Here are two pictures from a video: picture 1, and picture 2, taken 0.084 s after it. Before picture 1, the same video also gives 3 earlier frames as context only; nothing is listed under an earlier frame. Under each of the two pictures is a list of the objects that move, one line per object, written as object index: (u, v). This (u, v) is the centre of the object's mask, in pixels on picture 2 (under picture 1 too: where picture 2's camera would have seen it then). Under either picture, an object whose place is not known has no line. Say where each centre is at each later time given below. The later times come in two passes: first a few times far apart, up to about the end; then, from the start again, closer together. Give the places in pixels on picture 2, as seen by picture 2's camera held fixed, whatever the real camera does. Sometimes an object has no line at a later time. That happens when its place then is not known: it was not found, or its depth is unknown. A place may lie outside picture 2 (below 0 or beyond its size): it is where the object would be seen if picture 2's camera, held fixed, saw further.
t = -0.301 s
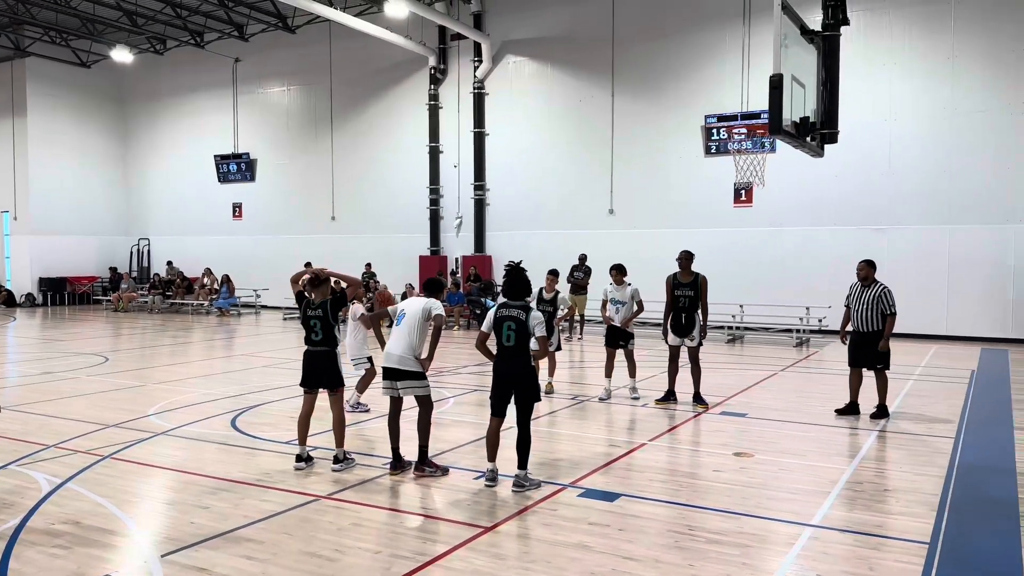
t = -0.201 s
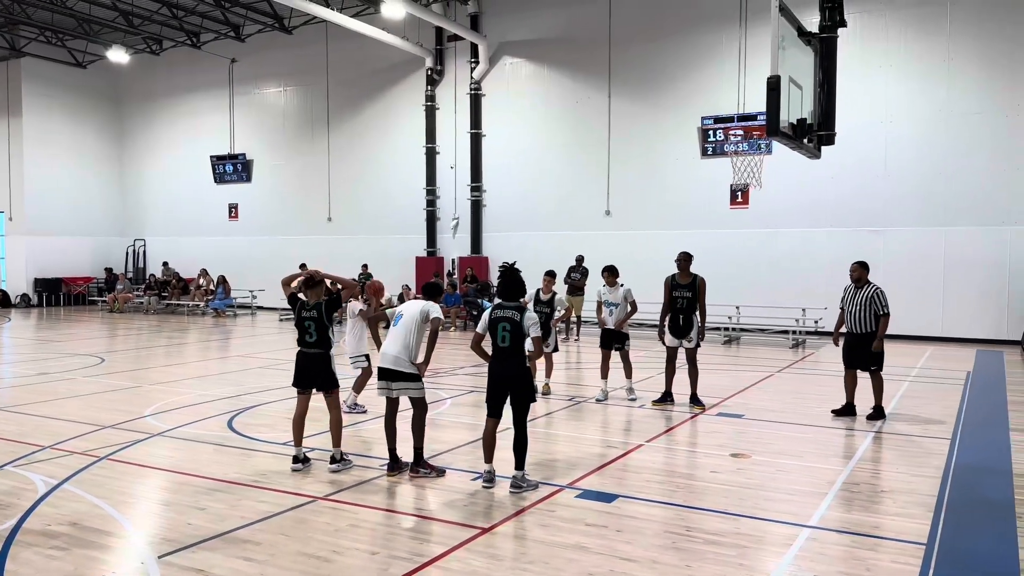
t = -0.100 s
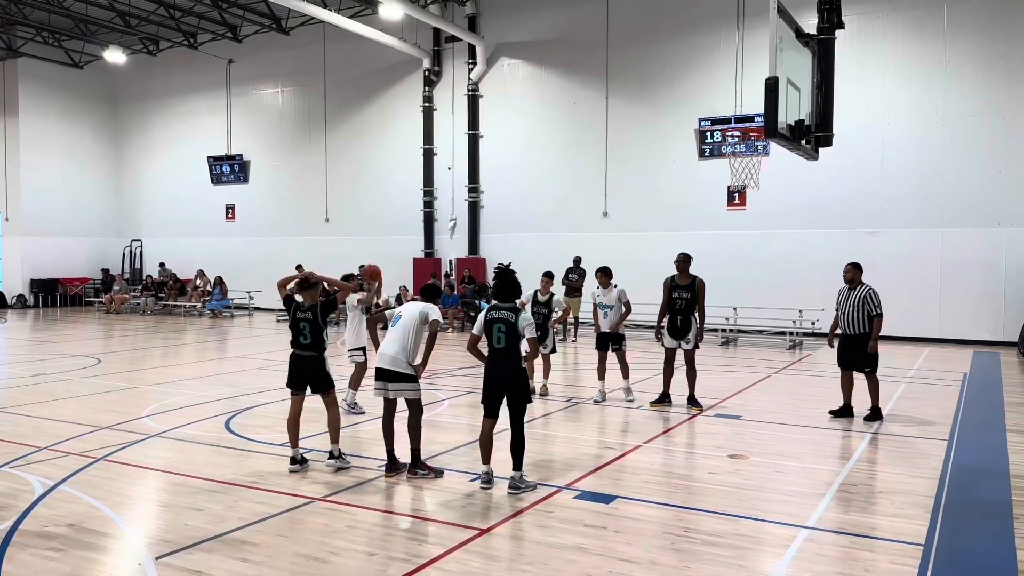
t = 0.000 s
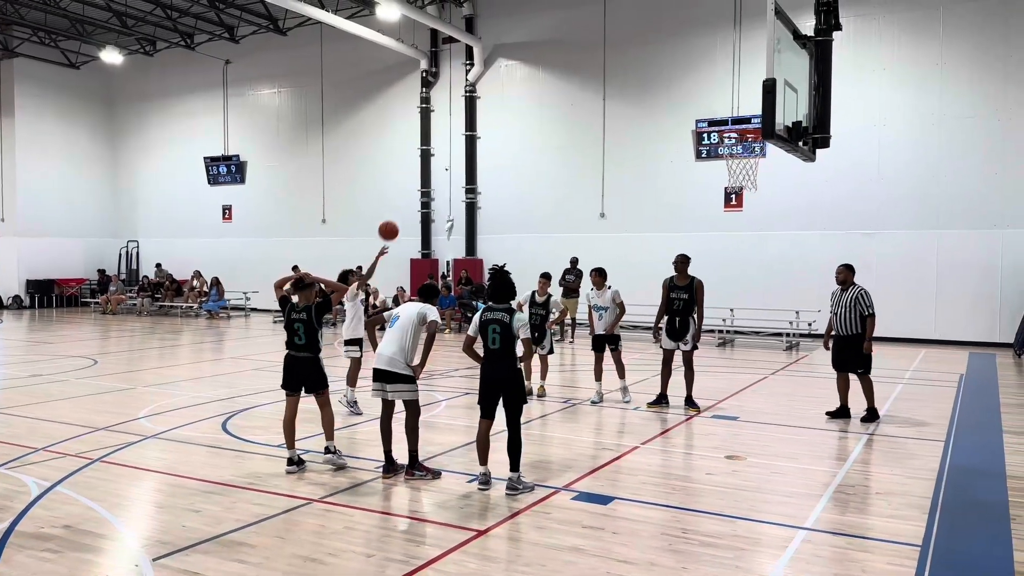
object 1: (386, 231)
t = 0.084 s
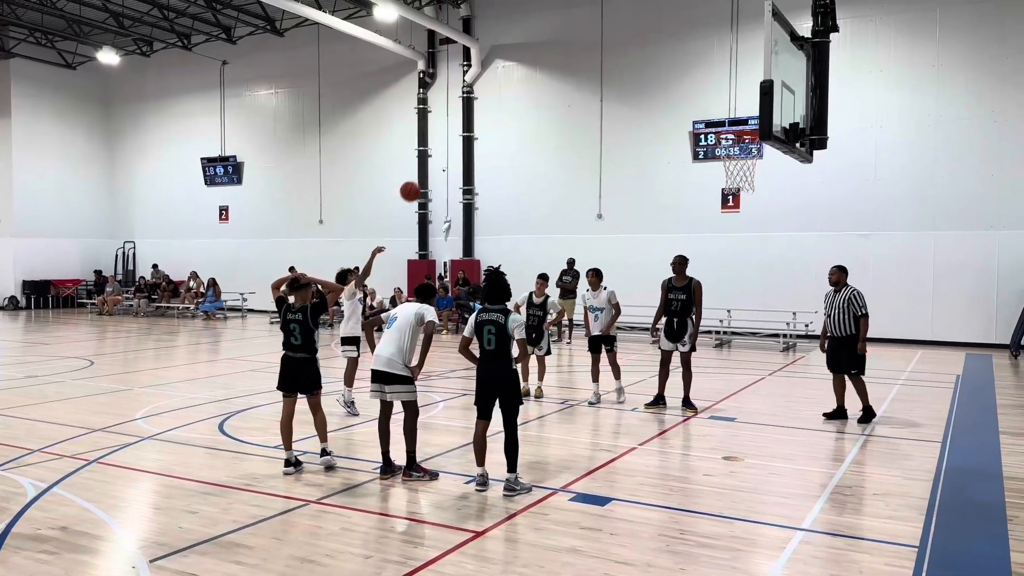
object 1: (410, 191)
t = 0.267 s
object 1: (467, 119)
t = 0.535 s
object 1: (557, 60)
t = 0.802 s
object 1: (657, 63)
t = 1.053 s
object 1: (749, 132)
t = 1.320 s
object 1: (769, 165)
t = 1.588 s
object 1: (786, 211)
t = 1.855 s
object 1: (808, 332)
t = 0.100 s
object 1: (415, 184)
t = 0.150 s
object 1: (430, 162)
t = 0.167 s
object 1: (436, 155)
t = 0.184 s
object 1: (440, 149)
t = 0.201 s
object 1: (446, 142)
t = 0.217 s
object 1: (451, 136)
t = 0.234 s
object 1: (456, 130)
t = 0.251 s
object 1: (461, 124)
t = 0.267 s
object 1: (467, 119)
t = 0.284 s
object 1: (472, 114)
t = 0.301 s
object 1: (477, 109)
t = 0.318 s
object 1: (483, 103)
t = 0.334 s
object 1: (489, 99)
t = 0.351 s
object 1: (494, 94)
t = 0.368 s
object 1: (499, 90)
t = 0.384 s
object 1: (505, 86)
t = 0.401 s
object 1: (511, 82)
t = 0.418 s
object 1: (516, 78)
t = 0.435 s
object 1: (522, 75)
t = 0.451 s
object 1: (528, 72)
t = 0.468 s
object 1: (534, 69)
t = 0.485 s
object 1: (539, 66)
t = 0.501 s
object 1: (545, 64)
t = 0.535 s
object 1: (557, 60)
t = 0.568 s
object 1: (569, 56)
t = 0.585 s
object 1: (575, 55)
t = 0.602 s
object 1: (581, 54)
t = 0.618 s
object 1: (587, 53)
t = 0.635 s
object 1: (593, 53)
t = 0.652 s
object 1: (600, 52)
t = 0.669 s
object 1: (606, 52)
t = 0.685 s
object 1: (612, 53)
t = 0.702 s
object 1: (618, 53)
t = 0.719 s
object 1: (625, 54)
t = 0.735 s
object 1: (631, 55)
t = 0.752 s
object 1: (637, 57)
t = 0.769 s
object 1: (644, 58)
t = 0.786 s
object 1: (650, 60)
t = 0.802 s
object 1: (657, 63)
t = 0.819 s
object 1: (663, 65)
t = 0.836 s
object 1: (669, 68)
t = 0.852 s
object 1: (676, 71)
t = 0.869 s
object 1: (683, 75)
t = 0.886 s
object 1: (689, 79)
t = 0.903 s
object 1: (696, 83)
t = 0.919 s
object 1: (703, 87)
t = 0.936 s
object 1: (709, 92)
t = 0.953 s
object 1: (716, 98)
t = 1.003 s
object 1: (738, 114)
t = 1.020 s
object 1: (744, 120)
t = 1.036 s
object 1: (749, 127)
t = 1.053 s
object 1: (749, 132)
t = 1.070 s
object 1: (745, 135)
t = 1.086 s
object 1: (738, 138)
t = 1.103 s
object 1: (728, 142)
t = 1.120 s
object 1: (727, 143)
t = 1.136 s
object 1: (732, 145)
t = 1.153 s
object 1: (737, 149)
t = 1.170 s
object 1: (743, 152)
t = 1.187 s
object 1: (748, 156)
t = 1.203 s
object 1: (752, 160)
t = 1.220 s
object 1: (756, 163)
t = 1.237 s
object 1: (759, 165)
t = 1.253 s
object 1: (762, 165)
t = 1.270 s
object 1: (764, 165)
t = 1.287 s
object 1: (766, 164)
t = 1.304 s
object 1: (768, 164)
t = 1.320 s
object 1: (769, 165)
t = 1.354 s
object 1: (773, 167)
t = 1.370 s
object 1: (774, 168)
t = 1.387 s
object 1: (775, 170)
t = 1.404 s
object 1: (776, 172)
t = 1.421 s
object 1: (777, 173)
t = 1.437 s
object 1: (778, 176)
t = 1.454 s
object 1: (779, 178)
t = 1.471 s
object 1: (780, 182)
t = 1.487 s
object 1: (781, 185)
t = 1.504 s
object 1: (782, 189)
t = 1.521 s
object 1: (782, 193)
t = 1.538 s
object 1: (783, 197)
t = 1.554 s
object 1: (784, 201)
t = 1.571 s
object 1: (786, 206)
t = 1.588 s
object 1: (786, 211)
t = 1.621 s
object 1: (790, 222)
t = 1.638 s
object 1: (791, 228)
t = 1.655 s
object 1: (792, 234)
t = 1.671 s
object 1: (793, 241)
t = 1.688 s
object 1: (793, 248)
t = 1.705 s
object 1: (794, 255)
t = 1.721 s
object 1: (795, 262)
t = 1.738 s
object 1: (799, 270)
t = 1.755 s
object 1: (799, 278)
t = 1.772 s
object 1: (801, 286)
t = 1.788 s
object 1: (802, 295)
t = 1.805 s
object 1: (804, 304)
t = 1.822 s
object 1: (805, 313)
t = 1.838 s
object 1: (806, 322)
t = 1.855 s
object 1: (808, 332)
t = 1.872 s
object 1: (810, 343)
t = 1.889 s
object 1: (810, 353)
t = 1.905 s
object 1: (811, 363)
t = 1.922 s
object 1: (813, 375)
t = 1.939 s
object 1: (814, 386)
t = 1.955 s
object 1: (815, 397)
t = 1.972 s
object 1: (816, 409)
